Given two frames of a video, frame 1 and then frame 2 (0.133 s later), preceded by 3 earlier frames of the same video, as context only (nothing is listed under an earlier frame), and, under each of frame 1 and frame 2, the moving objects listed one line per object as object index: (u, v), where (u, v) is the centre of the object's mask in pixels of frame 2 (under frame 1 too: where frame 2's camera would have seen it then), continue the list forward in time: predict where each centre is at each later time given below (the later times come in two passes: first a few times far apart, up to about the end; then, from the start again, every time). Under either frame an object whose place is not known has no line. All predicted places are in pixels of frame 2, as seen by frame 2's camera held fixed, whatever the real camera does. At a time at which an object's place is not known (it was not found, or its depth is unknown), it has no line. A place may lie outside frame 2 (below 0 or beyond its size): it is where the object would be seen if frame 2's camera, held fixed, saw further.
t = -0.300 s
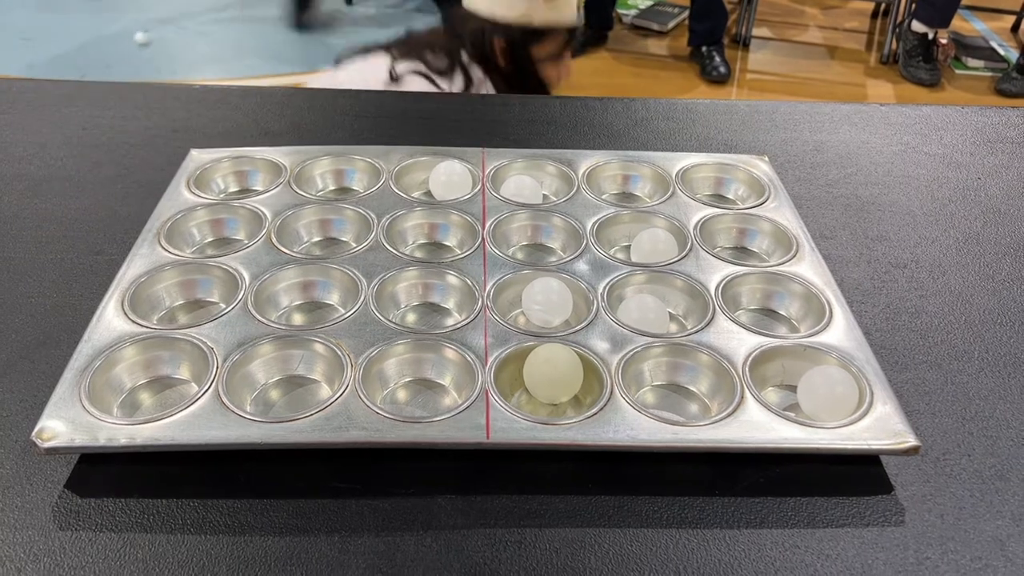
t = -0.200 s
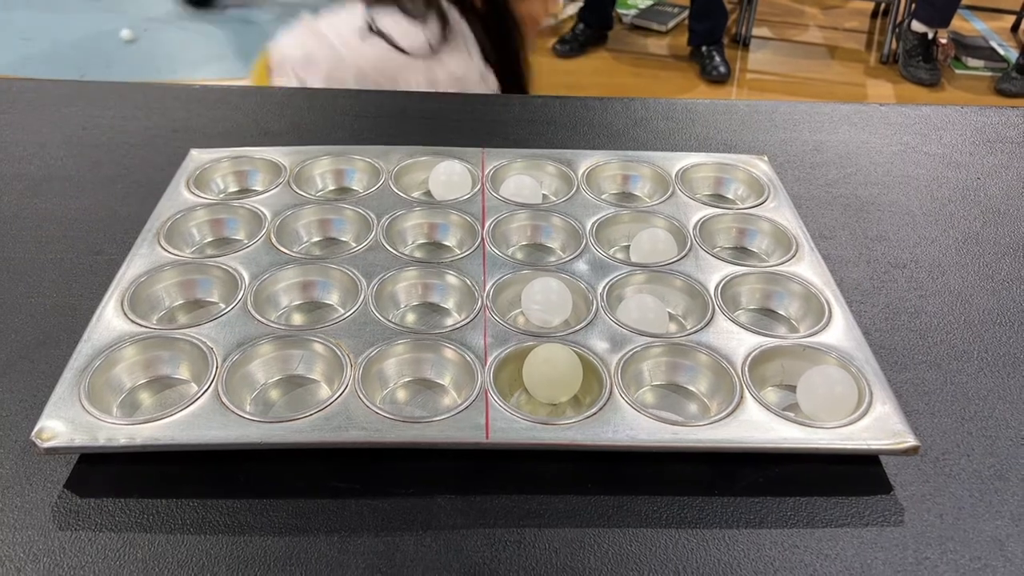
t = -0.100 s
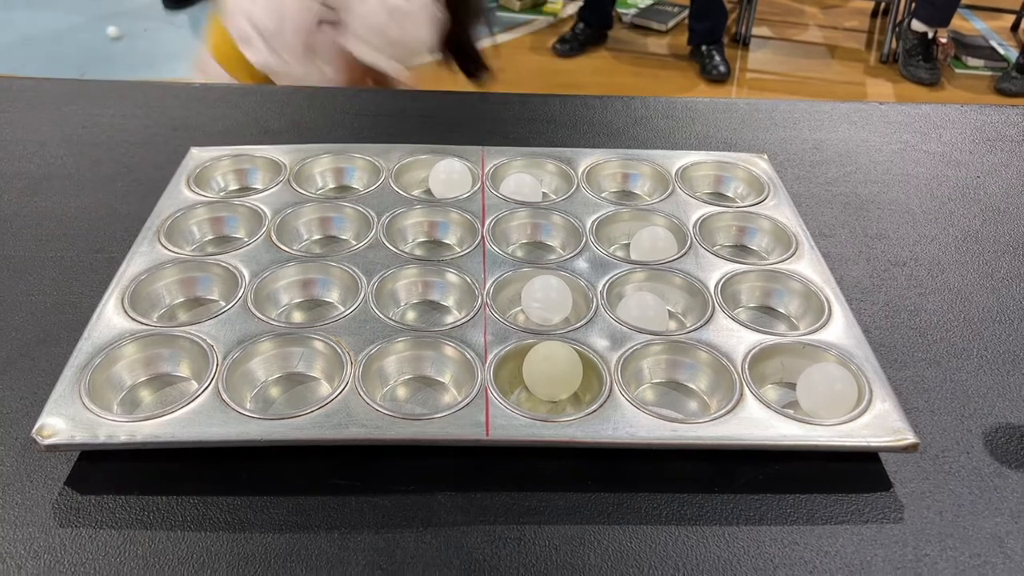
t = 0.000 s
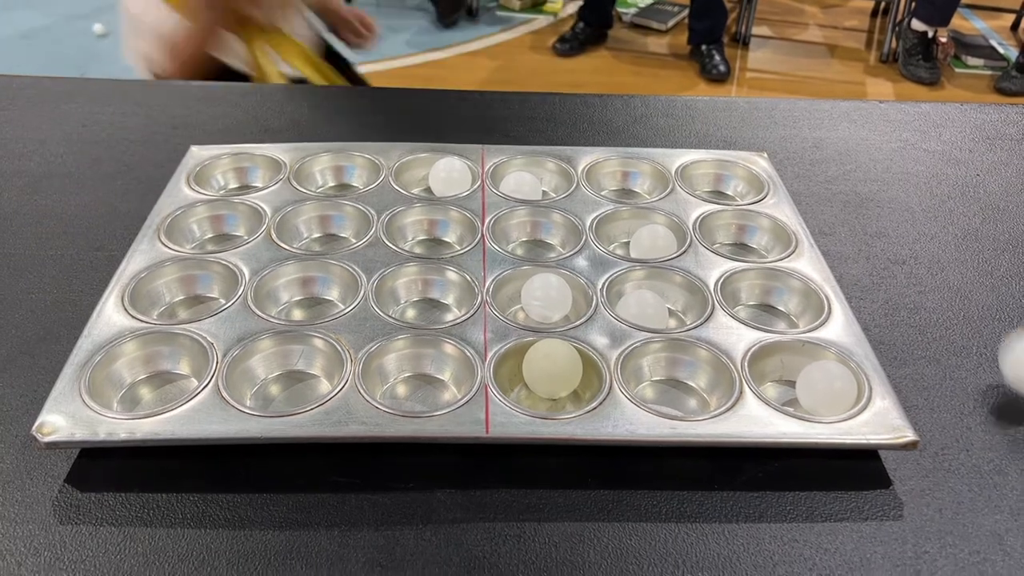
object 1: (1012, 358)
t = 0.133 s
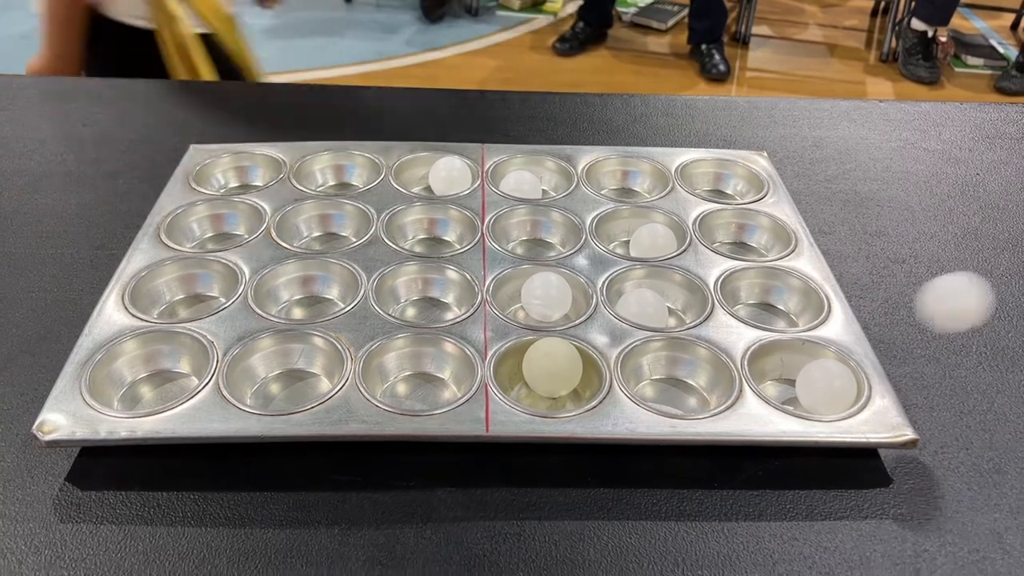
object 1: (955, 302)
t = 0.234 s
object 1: (929, 313)
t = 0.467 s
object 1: (998, 330)
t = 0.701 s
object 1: (1014, 381)
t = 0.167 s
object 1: (923, 318)
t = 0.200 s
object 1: (907, 329)
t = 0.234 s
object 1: (929, 313)
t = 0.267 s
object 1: (946, 308)
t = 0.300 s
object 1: (960, 316)
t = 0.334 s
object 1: (967, 335)
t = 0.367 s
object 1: (971, 362)
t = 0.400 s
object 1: (984, 345)
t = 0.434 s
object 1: (994, 332)
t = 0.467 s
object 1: (998, 330)
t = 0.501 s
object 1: (998, 339)
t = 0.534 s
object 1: (994, 362)
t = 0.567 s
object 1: (998, 363)
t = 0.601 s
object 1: (1005, 357)
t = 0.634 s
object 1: (1009, 363)
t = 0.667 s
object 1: (1009, 380)
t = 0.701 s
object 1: (1014, 381)
